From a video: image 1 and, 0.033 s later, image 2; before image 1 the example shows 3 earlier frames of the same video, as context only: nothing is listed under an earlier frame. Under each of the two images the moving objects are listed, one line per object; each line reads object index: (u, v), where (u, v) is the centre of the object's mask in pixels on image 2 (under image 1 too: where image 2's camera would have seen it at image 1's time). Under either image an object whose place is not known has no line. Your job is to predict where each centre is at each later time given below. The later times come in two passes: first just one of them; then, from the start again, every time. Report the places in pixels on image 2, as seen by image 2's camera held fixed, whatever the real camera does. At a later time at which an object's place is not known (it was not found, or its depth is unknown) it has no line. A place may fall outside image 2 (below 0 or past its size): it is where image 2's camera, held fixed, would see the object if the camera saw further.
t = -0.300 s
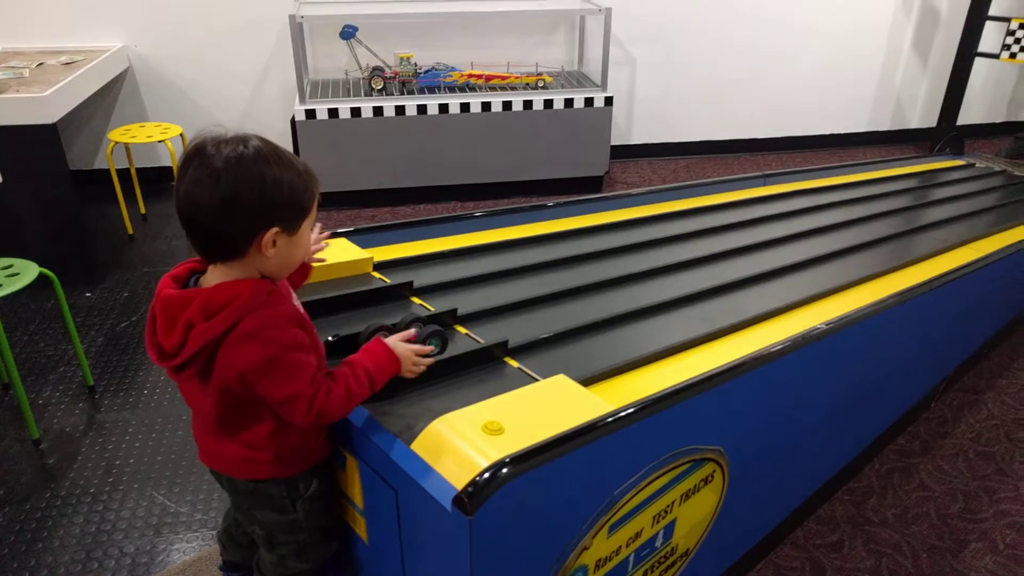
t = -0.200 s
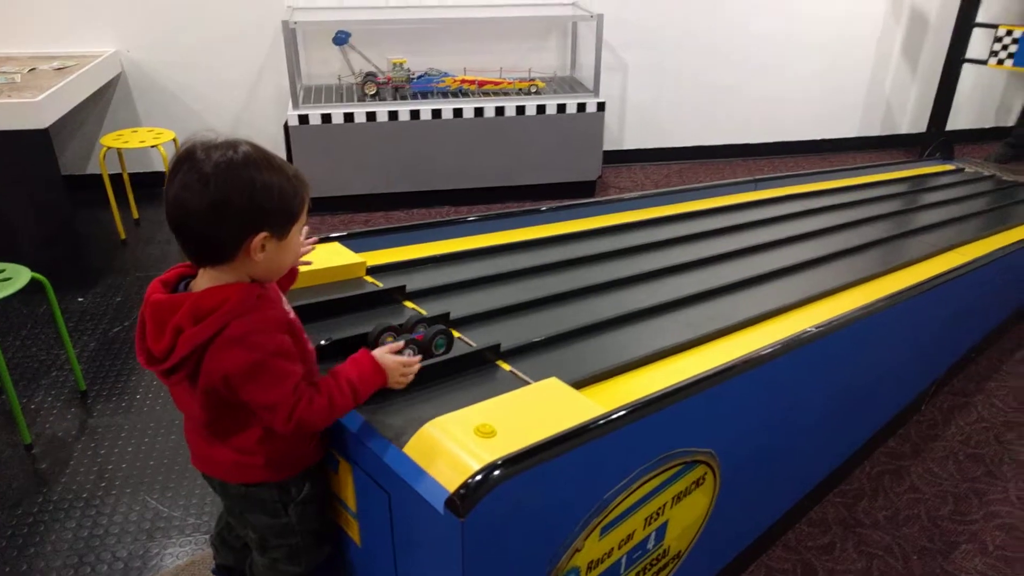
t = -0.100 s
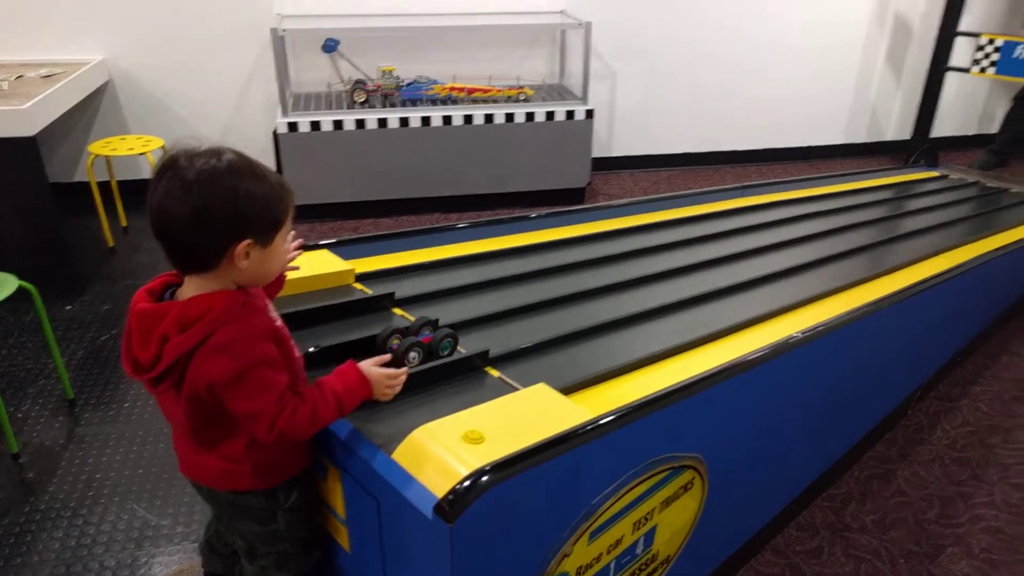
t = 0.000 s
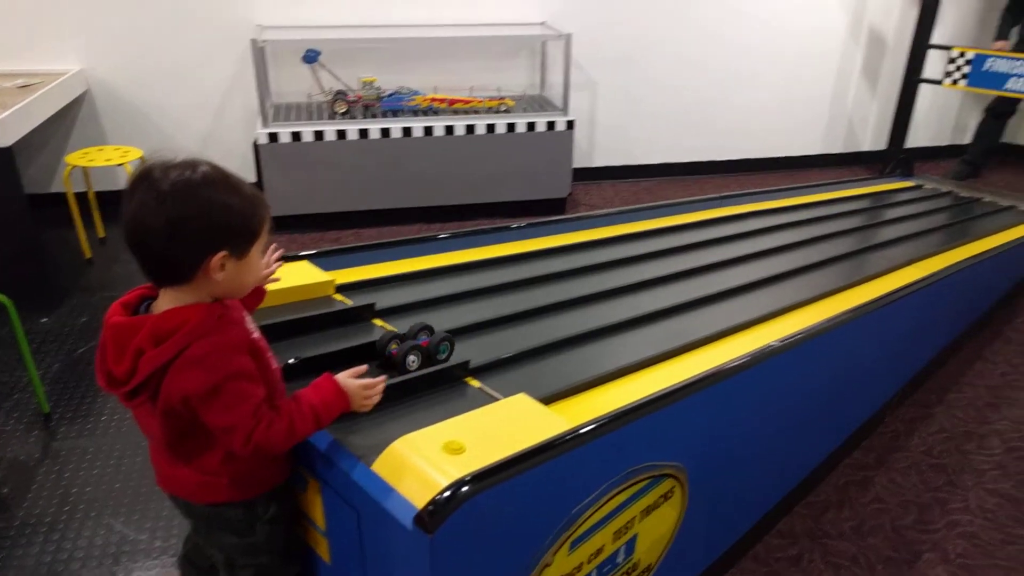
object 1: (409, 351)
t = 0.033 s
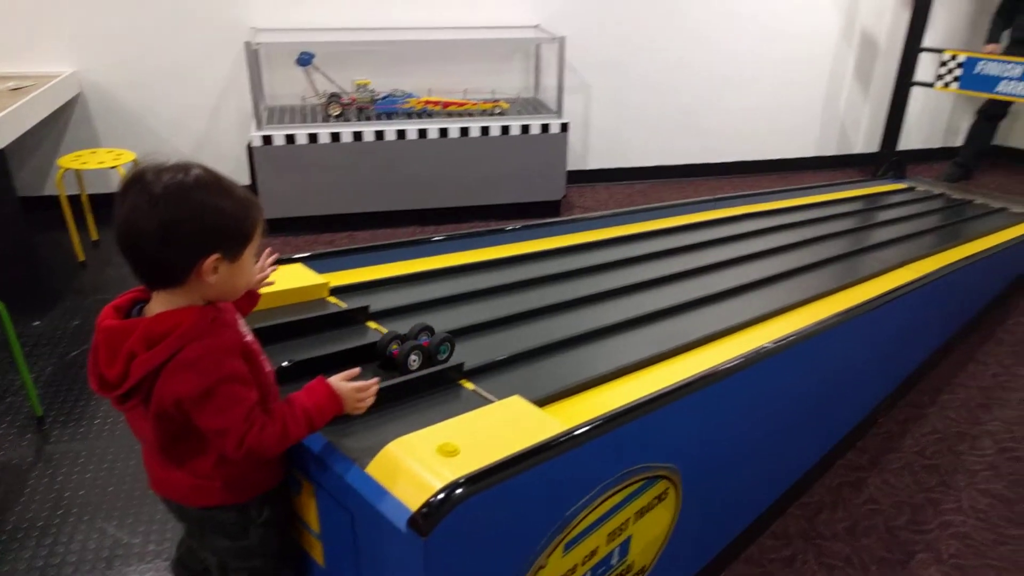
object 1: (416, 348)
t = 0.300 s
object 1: (480, 332)
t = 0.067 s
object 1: (422, 347)
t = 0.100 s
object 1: (429, 345)
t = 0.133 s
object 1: (436, 342)
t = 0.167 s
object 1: (445, 340)
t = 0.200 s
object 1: (452, 338)
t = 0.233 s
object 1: (462, 335)
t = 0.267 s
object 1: (471, 334)
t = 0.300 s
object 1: (480, 332)
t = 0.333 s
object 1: (488, 329)
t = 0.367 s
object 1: (497, 328)
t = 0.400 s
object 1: (505, 325)
